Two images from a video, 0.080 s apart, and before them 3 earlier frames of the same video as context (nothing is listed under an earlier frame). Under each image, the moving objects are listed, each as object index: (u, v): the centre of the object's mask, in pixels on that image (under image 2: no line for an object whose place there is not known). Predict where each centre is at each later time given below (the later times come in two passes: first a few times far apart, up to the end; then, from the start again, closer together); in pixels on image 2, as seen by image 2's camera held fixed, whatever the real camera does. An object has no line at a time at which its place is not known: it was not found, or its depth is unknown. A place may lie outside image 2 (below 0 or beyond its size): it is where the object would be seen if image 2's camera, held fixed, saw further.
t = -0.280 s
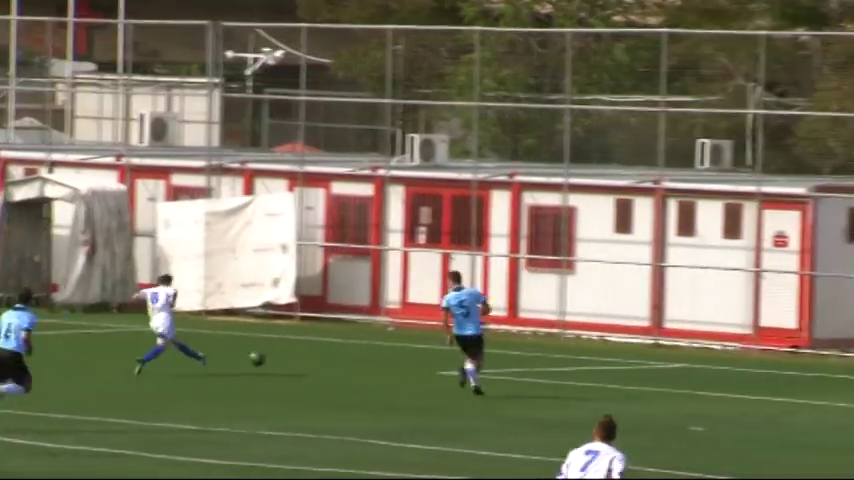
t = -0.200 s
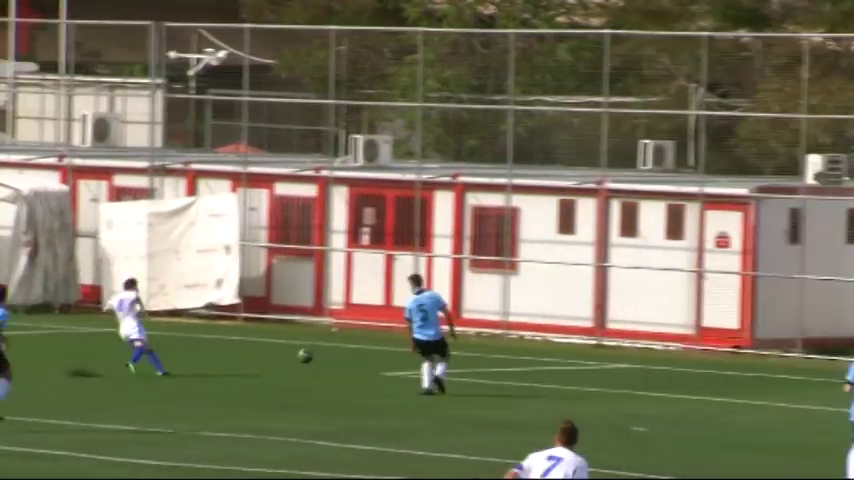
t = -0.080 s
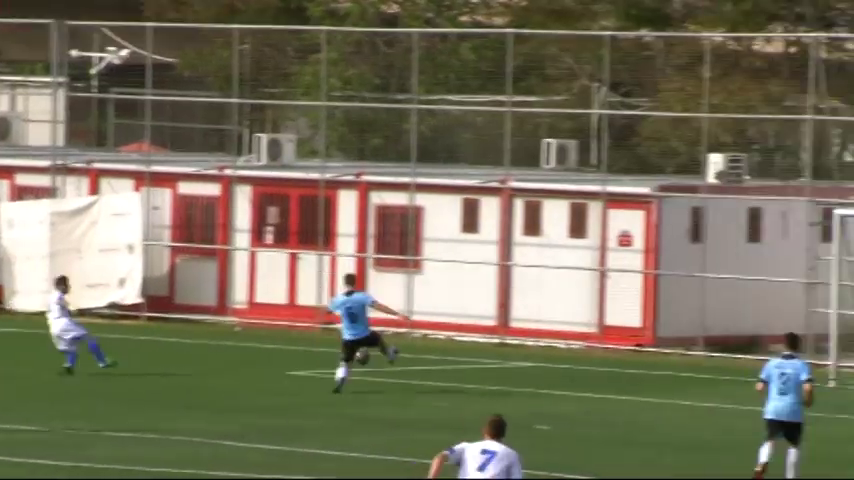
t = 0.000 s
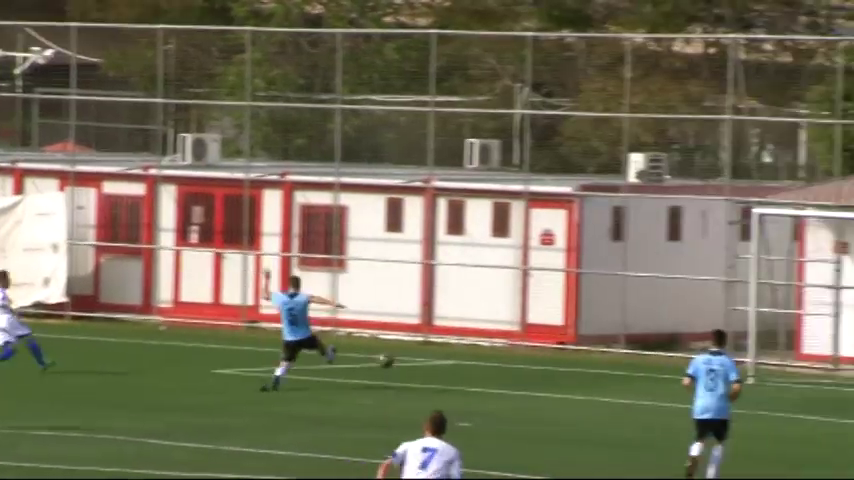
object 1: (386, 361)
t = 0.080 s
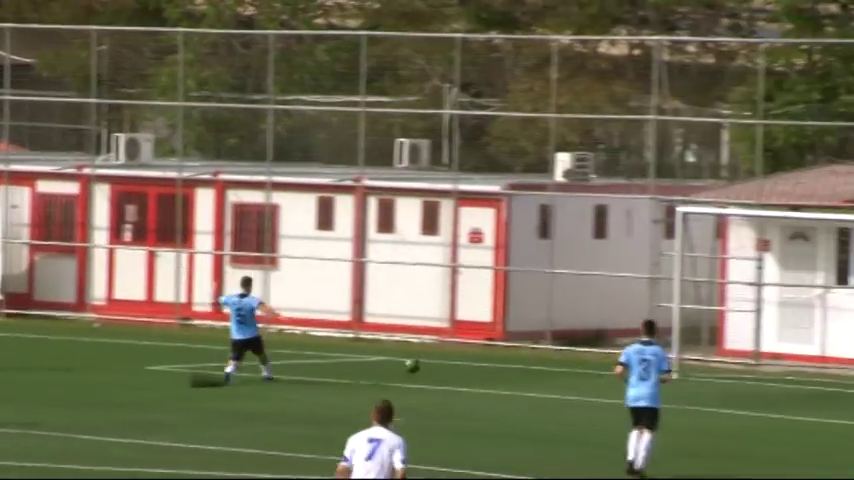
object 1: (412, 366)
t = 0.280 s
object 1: (621, 370)
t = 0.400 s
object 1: (734, 373)
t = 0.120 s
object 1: (459, 371)
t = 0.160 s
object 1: (506, 377)
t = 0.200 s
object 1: (545, 374)
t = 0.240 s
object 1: (583, 372)
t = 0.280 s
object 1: (621, 370)
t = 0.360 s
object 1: (699, 371)
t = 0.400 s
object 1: (734, 373)
